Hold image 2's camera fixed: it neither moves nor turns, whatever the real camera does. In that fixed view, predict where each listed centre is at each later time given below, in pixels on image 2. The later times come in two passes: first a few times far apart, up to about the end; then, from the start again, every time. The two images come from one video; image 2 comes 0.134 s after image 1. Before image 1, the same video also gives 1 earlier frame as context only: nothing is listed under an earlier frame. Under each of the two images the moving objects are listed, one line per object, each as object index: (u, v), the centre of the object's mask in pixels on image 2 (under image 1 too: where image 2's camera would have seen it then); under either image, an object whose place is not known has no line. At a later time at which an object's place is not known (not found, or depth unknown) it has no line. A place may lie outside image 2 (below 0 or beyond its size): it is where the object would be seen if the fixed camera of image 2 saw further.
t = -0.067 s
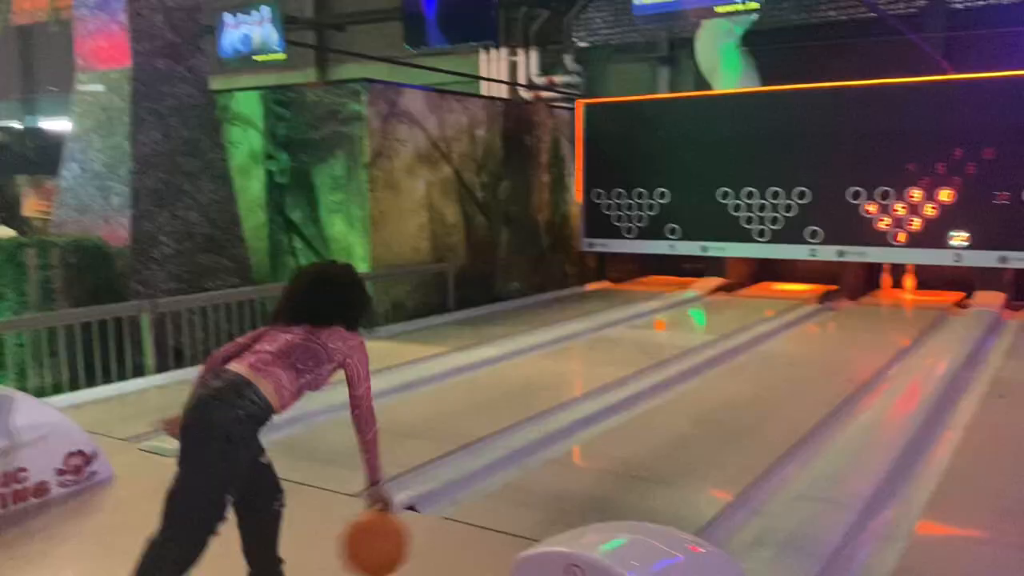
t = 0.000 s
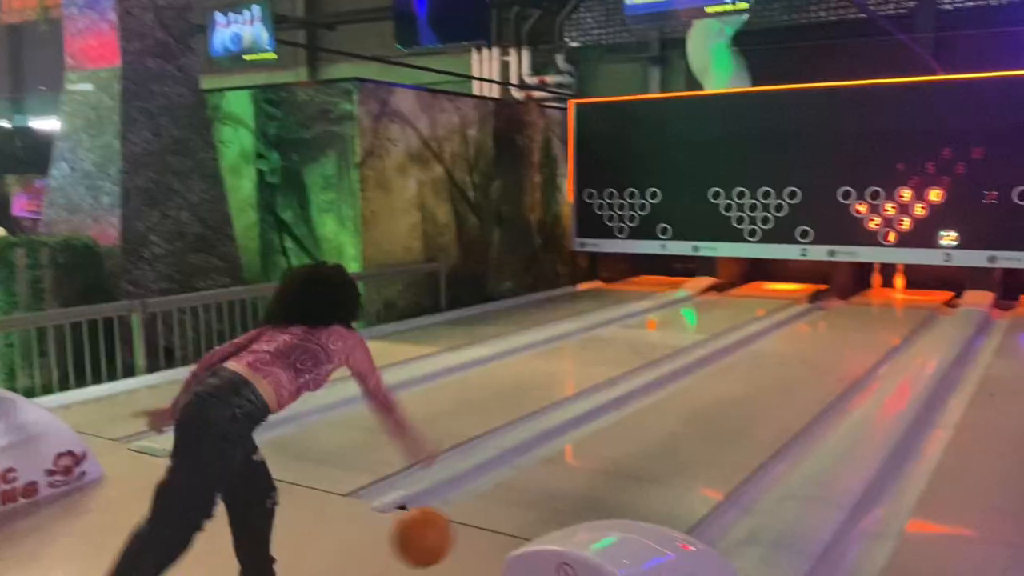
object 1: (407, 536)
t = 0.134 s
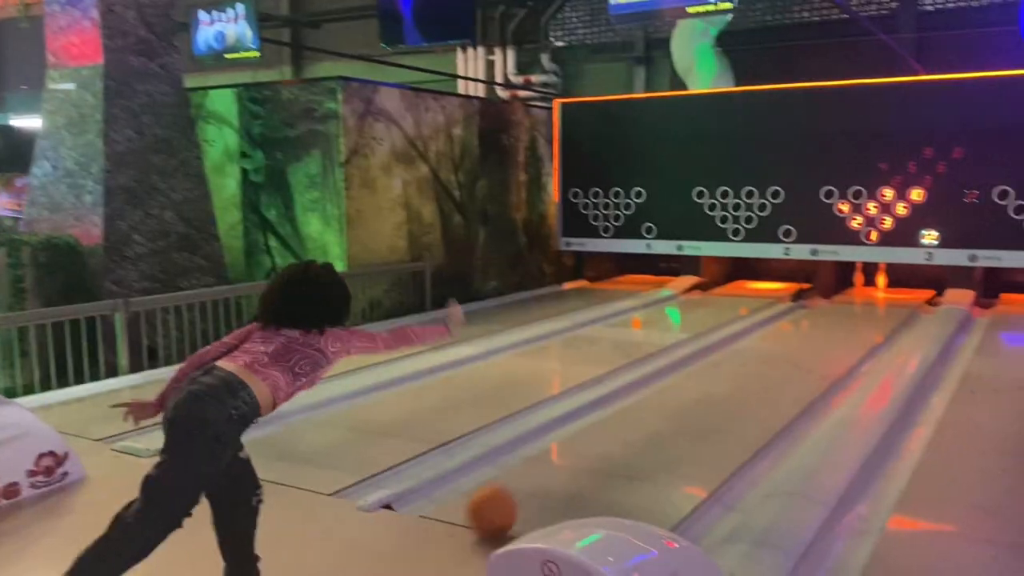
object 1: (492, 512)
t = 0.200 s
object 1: (524, 490)
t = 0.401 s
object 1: (595, 440)
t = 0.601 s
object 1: (641, 408)
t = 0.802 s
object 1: (674, 387)
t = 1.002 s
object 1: (697, 372)
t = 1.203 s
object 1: (716, 359)
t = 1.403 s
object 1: (734, 348)
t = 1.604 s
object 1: (750, 338)
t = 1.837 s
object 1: (766, 328)
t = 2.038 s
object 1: (778, 321)
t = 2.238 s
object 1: (790, 314)
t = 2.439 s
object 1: (800, 307)
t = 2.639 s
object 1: (811, 301)
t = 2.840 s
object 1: (819, 295)
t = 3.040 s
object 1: (825, 291)
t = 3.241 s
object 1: (827, 291)
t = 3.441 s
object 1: (836, 288)
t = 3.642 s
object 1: (844, 284)
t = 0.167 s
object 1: (508, 501)
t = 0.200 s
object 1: (524, 490)
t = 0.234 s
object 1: (538, 480)
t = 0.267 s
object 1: (551, 470)
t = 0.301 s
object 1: (563, 462)
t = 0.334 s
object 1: (574, 454)
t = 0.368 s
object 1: (585, 447)
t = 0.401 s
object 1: (595, 440)
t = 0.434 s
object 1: (604, 433)
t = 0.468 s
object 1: (613, 428)
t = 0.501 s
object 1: (621, 422)
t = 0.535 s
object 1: (628, 418)
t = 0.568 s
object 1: (635, 413)
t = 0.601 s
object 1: (641, 408)
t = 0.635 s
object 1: (648, 404)
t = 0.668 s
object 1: (653, 401)
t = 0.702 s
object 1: (659, 397)
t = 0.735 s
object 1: (664, 393)
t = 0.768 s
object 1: (669, 390)
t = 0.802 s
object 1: (674, 387)
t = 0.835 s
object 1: (678, 384)
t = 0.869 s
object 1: (682, 382)
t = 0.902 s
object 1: (686, 379)
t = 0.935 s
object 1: (690, 376)
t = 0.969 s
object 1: (694, 374)
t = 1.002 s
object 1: (697, 372)
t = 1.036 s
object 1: (701, 369)
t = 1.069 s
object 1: (704, 367)
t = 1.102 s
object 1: (707, 365)
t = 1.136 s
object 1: (710, 363)
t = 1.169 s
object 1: (713, 361)
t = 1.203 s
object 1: (716, 359)
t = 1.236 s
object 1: (720, 357)
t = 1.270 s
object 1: (722, 355)
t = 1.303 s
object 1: (726, 353)
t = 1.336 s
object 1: (729, 352)
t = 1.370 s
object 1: (731, 350)
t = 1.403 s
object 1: (734, 348)
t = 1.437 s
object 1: (737, 346)
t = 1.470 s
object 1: (740, 344)
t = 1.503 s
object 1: (742, 343)
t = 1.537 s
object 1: (745, 341)
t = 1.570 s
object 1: (747, 340)
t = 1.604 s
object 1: (750, 338)
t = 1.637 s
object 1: (752, 336)
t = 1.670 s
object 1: (754, 335)
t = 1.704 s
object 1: (757, 334)
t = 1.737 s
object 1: (759, 332)
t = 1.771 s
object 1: (762, 331)
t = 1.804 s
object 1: (764, 329)
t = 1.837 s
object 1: (766, 328)
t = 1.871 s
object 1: (769, 326)
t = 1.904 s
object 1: (770, 325)
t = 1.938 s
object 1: (773, 324)
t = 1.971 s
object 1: (774, 323)
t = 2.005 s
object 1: (777, 321)
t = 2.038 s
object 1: (778, 321)
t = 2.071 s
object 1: (781, 320)
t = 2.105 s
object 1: (783, 318)
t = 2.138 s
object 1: (785, 316)
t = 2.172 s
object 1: (786, 315)
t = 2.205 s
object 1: (788, 314)
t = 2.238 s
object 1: (790, 314)
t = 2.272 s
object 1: (791, 313)
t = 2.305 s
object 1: (793, 312)
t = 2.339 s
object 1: (795, 310)
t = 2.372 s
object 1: (797, 309)
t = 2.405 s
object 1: (799, 308)
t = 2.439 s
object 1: (800, 307)
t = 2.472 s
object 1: (802, 306)
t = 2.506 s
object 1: (803, 305)
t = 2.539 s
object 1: (805, 304)
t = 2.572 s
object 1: (807, 303)
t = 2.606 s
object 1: (809, 302)
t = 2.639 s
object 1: (811, 301)
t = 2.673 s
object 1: (812, 300)
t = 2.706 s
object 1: (813, 299)
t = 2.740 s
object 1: (814, 298)
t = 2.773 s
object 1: (815, 298)
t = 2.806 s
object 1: (817, 297)
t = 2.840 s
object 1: (819, 295)
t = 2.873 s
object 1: (820, 295)
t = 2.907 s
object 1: (821, 294)
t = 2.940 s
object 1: (823, 293)
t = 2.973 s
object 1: (824, 293)
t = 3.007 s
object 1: (824, 292)
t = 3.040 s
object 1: (825, 291)
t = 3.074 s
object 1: (825, 292)
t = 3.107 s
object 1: (825, 292)
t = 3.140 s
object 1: (824, 293)
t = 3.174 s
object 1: (824, 293)
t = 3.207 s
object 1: (825, 292)
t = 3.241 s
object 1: (827, 291)
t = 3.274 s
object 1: (829, 290)
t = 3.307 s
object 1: (831, 290)
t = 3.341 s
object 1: (831, 290)
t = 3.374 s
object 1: (833, 289)
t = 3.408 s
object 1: (834, 289)
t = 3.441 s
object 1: (836, 288)
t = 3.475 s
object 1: (837, 287)
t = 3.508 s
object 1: (838, 286)
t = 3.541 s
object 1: (840, 286)
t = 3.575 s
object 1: (843, 285)
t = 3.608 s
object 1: (843, 285)
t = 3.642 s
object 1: (844, 284)
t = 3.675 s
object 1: (845, 283)
